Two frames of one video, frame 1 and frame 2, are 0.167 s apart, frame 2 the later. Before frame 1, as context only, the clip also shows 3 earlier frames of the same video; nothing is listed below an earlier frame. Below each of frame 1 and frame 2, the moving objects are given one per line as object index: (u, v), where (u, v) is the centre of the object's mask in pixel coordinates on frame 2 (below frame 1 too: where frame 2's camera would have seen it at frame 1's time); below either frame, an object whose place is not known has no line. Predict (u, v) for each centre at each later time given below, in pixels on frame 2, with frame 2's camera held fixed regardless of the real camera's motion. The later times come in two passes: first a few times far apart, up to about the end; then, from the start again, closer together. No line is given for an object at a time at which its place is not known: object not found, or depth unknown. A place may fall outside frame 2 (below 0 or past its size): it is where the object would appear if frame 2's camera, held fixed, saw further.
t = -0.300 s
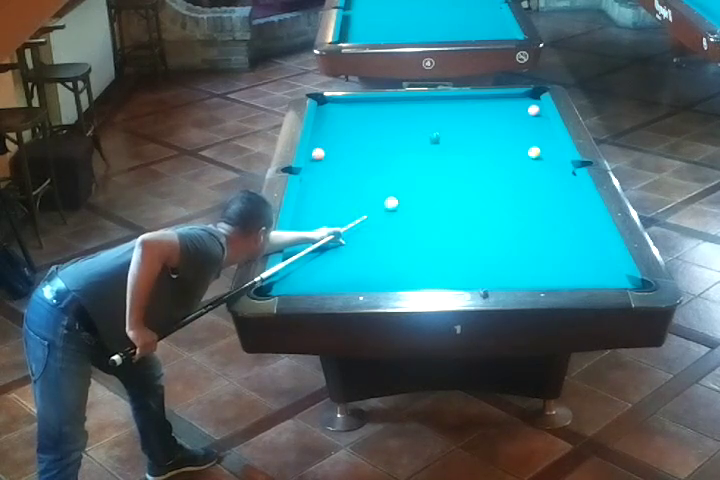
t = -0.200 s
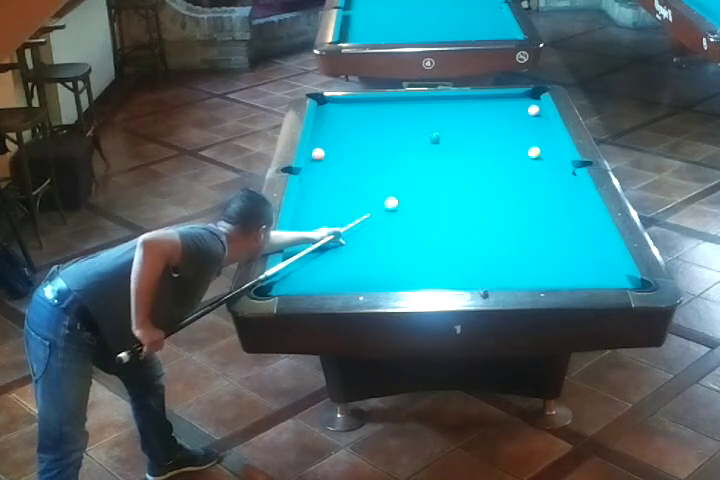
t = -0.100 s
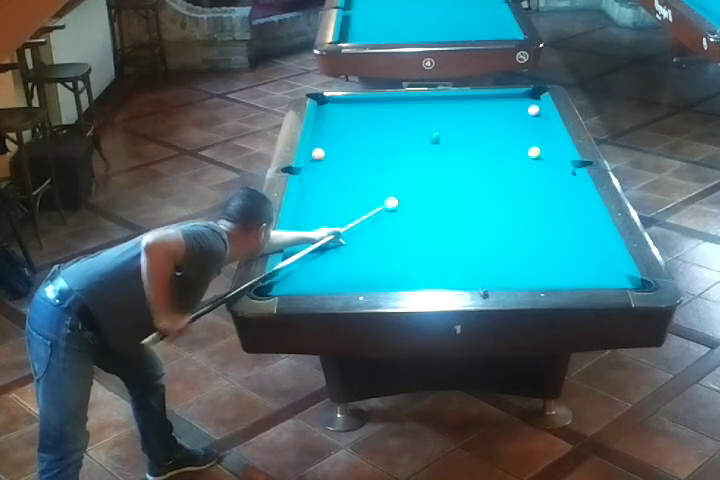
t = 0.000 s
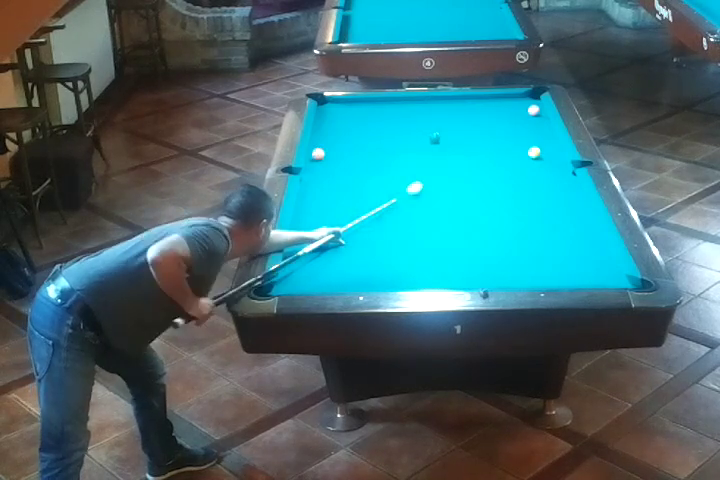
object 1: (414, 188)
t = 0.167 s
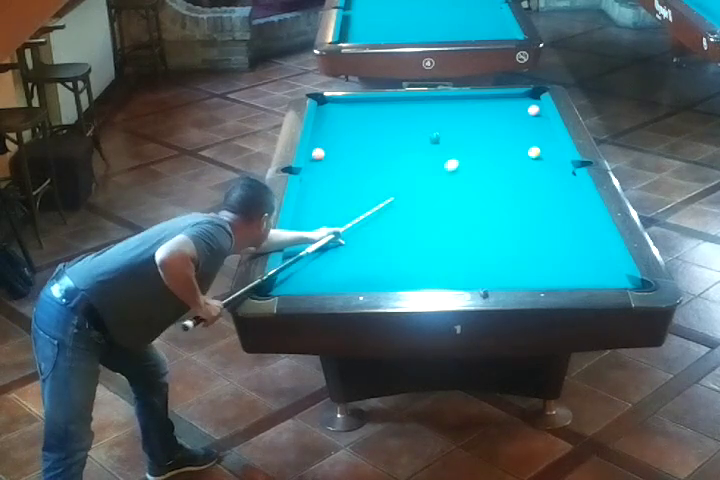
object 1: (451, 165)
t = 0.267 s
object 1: (469, 153)
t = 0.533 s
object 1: (513, 126)
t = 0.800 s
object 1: (537, 112)
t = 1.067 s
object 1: (516, 106)
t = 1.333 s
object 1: (496, 100)
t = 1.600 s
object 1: (479, 96)
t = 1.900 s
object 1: (464, 101)
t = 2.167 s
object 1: (452, 105)
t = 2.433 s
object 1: (440, 109)
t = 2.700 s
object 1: (429, 112)
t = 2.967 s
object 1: (418, 116)
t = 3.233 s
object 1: (408, 119)
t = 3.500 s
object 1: (398, 122)
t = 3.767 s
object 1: (389, 125)
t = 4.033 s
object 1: (381, 127)
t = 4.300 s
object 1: (375, 130)
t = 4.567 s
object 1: (368, 132)
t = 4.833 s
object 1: (362, 133)
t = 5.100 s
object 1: (358, 135)
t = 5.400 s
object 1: (353, 136)
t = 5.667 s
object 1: (351, 137)
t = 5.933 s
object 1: (349, 137)
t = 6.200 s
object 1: (348, 137)
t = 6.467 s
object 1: (348, 138)
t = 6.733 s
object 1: (348, 138)
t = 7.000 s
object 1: (348, 137)
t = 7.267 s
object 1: (348, 138)
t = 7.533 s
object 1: (348, 137)
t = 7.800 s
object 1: (348, 137)
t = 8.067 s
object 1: (348, 137)
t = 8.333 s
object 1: (348, 137)
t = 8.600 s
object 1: (348, 137)
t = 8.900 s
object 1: (348, 137)
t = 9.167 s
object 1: (348, 138)
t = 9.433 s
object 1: (348, 137)
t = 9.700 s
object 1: (348, 137)
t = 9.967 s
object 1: (348, 137)
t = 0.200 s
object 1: (457, 161)
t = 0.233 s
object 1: (463, 157)
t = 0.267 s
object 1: (469, 153)
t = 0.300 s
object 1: (475, 150)
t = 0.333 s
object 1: (481, 146)
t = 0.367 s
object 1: (486, 143)
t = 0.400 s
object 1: (492, 139)
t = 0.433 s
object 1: (497, 136)
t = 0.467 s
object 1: (502, 133)
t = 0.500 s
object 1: (507, 129)
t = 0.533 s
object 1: (513, 126)
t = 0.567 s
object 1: (517, 123)
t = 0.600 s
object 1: (522, 120)
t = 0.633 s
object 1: (527, 117)
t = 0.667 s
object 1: (532, 114)
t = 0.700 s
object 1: (536, 113)
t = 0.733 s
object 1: (540, 113)
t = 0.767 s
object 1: (540, 113)
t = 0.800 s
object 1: (537, 112)
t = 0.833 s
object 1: (535, 111)
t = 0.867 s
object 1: (532, 110)
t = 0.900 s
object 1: (529, 109)
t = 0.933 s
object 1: (526, 109)
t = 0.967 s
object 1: (524, 108)
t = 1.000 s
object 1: (521, 107)
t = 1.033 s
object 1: (519, 106)
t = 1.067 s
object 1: (516, 106)
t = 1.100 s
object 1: (514, 105)
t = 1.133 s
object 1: (511, 104)
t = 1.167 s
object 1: (509, 104)
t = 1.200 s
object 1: (506, 103)
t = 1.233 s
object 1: (504, 102)
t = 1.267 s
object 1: (501, 101)
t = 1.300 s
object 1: (499, 101)
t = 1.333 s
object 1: (496, 100)
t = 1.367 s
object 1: (494, 100)
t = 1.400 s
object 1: (492, 99)
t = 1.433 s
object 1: (489, 98)
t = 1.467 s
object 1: (488, 97)
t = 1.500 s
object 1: (485, 97)
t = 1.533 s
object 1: (483, 96)
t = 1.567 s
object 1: (481, 96)
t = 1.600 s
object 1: (479, 96)
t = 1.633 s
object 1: (477, 97)
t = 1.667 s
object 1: (476, 97)
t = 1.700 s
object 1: (474, 98)
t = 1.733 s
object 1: (473, 98)
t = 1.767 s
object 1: (471, 99)
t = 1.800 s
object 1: (469, 100)
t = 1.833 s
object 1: (468, 100)
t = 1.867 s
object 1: (466, 101)
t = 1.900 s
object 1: (464, 101)
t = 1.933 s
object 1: (463, 102)
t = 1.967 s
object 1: (461, 102)
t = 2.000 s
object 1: (460, 103)
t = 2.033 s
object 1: (459, 103)
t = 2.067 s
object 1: (457, 104)
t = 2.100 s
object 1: (455, 104)
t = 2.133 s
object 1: (454, 104)
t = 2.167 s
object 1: (452, 105)
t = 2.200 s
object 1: (451, 105)
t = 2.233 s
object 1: (449, 106)
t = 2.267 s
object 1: (448, 106)
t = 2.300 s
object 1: (446, 107)
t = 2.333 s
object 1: (445, 107)
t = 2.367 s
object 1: (443, 108)
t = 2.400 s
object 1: (442, 108)
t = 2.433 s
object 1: (440, 109)
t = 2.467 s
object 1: (439, 109)
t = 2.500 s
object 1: (437, 110)
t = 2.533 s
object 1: (436, 110)
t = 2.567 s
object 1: (434, 111)
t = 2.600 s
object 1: (433, 111)
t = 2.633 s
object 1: (432, 112)
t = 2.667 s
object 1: (430, 112)
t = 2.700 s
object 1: (429, 112)
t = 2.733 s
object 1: (427, 113)
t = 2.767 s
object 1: (426, 113)
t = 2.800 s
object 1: (425, 114)
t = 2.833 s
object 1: (423, 114)
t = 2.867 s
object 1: (422, 115)
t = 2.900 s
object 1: (421, 115)
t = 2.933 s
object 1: (419, 115)
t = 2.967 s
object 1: (418, 116)
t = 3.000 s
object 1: (417, 116)
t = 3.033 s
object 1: (415, 117)
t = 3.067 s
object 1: (414, 117)
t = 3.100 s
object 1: (413, 117)
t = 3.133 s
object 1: (411, 118)
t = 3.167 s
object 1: (410, 118)
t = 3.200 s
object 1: (409, 119)
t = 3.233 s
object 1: (408, 119)
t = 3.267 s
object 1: (406, 120)
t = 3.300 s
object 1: (407, 120)
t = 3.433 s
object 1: (400, 121)
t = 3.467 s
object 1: (399, 122)
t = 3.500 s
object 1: (398, 122)
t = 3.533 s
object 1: (397, 122)
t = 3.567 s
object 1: (396, 123)
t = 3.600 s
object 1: (395, 123)
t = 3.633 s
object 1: (394, 123)
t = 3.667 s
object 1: (393, 124)
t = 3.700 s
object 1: (392, 124)
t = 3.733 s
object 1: (391, 124)
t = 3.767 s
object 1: (389, 125)
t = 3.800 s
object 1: (389, 125)
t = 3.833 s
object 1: (388, 125)
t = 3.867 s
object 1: (386, 126)
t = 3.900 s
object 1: (386, 126)
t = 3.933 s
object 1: (385, 127)
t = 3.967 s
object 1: (383, 127)
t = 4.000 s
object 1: (383, 127)
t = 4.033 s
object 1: (381, 127)
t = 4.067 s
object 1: (381, 128)
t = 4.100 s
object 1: (380, 128)
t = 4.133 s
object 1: (379, 128)
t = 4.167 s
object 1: (378, 129)
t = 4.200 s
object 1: (377, 129)
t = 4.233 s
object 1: (376, 129)
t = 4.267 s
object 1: (375, 129)
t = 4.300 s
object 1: (375, 130)
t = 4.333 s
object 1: (374, 130)
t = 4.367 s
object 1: (373, 130)
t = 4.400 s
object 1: (372, 131)
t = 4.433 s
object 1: (371, 131)
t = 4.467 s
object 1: (370, 131)
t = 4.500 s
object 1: (370, 131)
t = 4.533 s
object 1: (369, 131)
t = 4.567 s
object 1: (368, 132)
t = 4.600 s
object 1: (367, 132)
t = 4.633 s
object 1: (367, 132)
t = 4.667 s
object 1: (366, 132)
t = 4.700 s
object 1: (365, 133)
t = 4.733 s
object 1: (364, 133)
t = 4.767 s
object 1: (364, 133)
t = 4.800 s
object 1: (363, 133)
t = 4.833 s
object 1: (362, 133)
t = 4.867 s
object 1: (362, 133)
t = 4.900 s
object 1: (361, 134)
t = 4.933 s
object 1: (361, 134)
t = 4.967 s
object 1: (360, 134)
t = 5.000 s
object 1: (359, 134)
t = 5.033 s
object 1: (359, 135)
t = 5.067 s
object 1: (358, 135)
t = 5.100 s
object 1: (358, 135)
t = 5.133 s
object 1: (357, 135)
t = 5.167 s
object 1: (357, 135)
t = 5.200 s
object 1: (356, 135)
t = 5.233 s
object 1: (356, 135)
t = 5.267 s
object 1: (355, 136)
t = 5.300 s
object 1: (355, 136)
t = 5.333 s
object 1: (354, 136)
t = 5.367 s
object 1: (354, 136)
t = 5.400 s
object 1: (353, 136)
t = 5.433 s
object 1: (353, 136)
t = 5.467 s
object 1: (353, 137)
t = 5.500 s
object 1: (352, 137)
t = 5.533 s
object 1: (352, 137)
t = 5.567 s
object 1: (351, 137)
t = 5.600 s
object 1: (351, 137)
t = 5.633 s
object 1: (351, 137)
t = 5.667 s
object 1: (351, 137)
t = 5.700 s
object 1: (350, 137)
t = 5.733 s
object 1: (350, 137)
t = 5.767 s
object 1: (350, 137)
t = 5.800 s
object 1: (349, 137)
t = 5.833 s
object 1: (349, 137)
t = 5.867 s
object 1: (349, 137)
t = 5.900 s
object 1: (349, 137)
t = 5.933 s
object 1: (349, 137)
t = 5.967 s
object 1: (349, 137)
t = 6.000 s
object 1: (349, 137)
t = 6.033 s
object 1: (348, 137)
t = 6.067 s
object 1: (348, 137)
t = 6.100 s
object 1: (348, 137)
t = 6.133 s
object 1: (348, 137)
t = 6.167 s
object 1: (348, 137)
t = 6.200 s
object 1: (348, 137)
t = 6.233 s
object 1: (348, 137)
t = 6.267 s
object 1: (348, 137)
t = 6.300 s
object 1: (348, 137)
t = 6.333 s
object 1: (348, 137)
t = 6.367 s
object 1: (348, 137)
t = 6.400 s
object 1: (348, 138)
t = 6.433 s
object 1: (348, 137)
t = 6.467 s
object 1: (348, 138)
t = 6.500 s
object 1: (348, 138)
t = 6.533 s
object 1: (348, 138)
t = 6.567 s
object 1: (348, 137)
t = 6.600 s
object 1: (348, 138)
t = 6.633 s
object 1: (348, 138)
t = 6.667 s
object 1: (348, 138)
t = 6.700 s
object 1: (348, 138)
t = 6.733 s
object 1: (348, 138)
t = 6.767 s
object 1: (348, 137)
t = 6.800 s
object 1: (348, 138)
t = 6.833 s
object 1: (348, 137)
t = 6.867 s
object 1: (348, 138)
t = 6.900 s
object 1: (348, 137)
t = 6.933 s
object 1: (348, 137)
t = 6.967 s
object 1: (348, 137)
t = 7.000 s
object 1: (348, 137)
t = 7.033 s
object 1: (348, 137)
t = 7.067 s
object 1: (348, 137)
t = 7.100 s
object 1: (348, 137)
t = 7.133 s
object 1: (348, 137)
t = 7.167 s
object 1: (348, 138)
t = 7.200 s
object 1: (348, 137)
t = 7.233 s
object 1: (348, 137)
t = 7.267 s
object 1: (348, 138)
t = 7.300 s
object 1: (348, 137)
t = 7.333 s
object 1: (348, 137)
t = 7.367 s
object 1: (348, 137)
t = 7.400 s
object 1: (348, 137)
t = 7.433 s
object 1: (348, 137)
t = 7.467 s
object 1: (348, 137)
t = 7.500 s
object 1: (348, 137)
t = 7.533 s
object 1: (348, 137)
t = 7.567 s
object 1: (348, 137)
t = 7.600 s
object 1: (348, 137)
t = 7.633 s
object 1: (348, 137)
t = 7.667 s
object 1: (348, 137)
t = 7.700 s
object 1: (348, 137)
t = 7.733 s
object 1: (348, 137)
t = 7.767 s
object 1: (348, 137)
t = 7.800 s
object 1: (348, 137)
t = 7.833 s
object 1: (348, 137)
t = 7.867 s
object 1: (348, 137)
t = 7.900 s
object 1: (348, 137)
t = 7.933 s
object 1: (348, 137)
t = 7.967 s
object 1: (348, 137)
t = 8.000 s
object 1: (348, 137)
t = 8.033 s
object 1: (348, 137)
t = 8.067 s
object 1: (348, 137)
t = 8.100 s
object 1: (348, 137)
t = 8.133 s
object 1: (348, 137)
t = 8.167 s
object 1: (348, 137)
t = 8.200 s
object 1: (348, 137)
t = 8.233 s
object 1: (348, 137)
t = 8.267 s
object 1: (348, 137)
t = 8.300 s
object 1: (348, 137)
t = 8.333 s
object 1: (348, 137)
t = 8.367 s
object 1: (348, 137)
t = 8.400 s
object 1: (348, 137)
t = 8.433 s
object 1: (348, 137)
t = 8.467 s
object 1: (348, 137)
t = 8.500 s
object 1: (348, 137)
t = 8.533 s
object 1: (348, 138)
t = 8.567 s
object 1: (348, 137)
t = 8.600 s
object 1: (348, 137)
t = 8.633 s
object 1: (348, 137)
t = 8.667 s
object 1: (348, 137)
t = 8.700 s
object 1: (348, 137)
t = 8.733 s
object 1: (348, 137)
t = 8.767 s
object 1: (348, 137)
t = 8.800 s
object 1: (348, 138)
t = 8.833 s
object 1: (348, 137)
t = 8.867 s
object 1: (348, 137)
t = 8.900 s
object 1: (348, 137)
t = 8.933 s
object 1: (348, 137)
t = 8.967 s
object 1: (348, 138)
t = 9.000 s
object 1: (348, 138)
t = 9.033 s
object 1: (348, 137)
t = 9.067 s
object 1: (348, 137)
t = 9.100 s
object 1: (348, 137)
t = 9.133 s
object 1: (348, 137)
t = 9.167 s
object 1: (348, 138)
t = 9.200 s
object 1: (348, 138)
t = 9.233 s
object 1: (348, 137)
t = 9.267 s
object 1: (348, 138)
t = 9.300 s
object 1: (348, 138)
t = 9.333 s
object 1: (348, 138)
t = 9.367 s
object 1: (348, 137)
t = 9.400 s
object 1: (348, 138)
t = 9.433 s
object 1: (348, 137)
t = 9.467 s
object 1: (348, 137)
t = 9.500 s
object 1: (348, 138)
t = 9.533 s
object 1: (348, 137)
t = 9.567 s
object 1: (348, 137)
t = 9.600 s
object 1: (348, 138)
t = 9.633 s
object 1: (348, 138)
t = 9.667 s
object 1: (348, 137)
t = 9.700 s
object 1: (348, 137)
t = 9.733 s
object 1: (348, 137)
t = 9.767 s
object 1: (348, 137)
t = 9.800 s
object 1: (348, 137)
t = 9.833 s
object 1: (348, 137)
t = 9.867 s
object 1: (348, 137)
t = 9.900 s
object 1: (348, 137)
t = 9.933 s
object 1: (348, 137)
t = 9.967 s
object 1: (348, 137)
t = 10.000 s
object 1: (348, 137)
